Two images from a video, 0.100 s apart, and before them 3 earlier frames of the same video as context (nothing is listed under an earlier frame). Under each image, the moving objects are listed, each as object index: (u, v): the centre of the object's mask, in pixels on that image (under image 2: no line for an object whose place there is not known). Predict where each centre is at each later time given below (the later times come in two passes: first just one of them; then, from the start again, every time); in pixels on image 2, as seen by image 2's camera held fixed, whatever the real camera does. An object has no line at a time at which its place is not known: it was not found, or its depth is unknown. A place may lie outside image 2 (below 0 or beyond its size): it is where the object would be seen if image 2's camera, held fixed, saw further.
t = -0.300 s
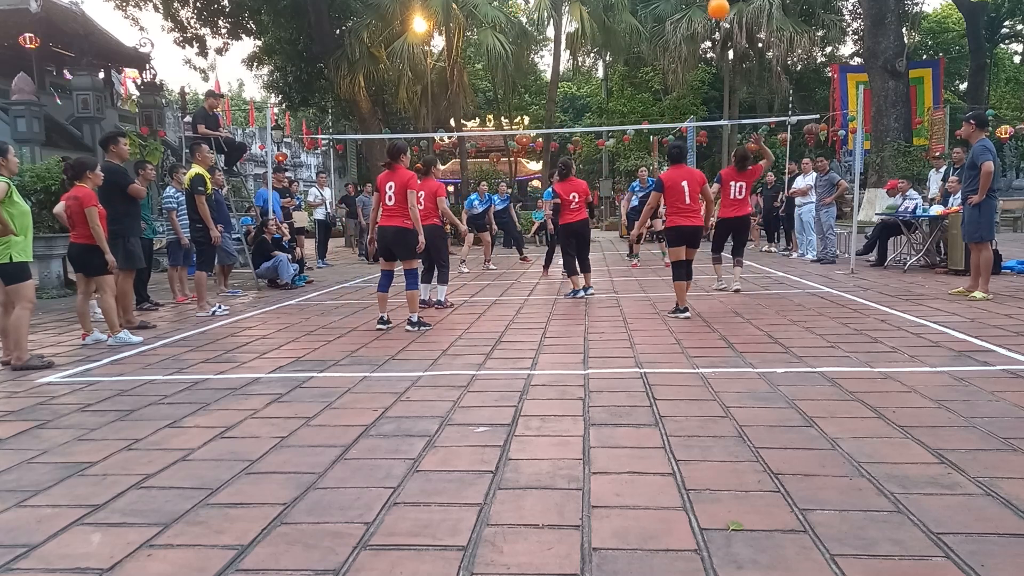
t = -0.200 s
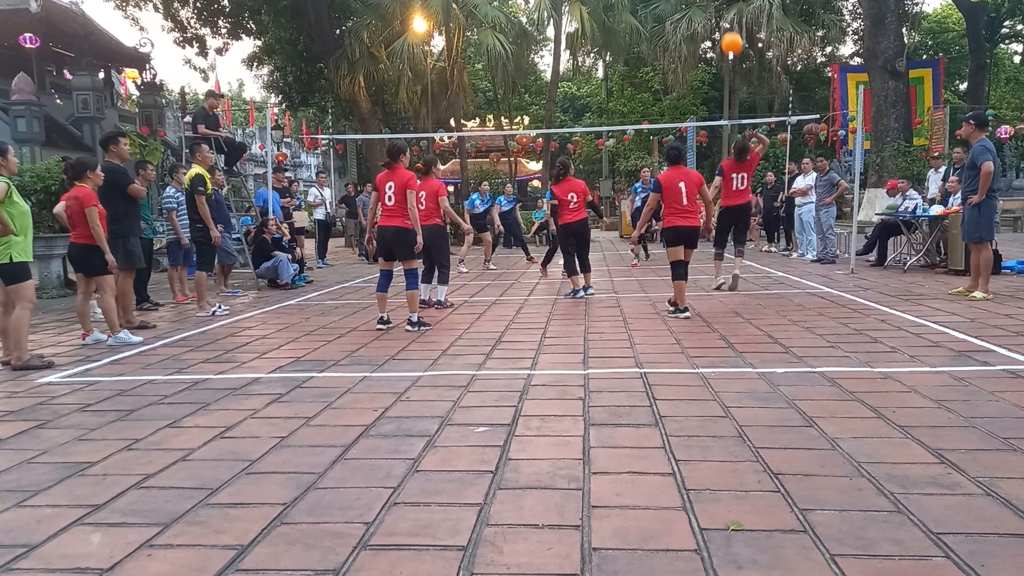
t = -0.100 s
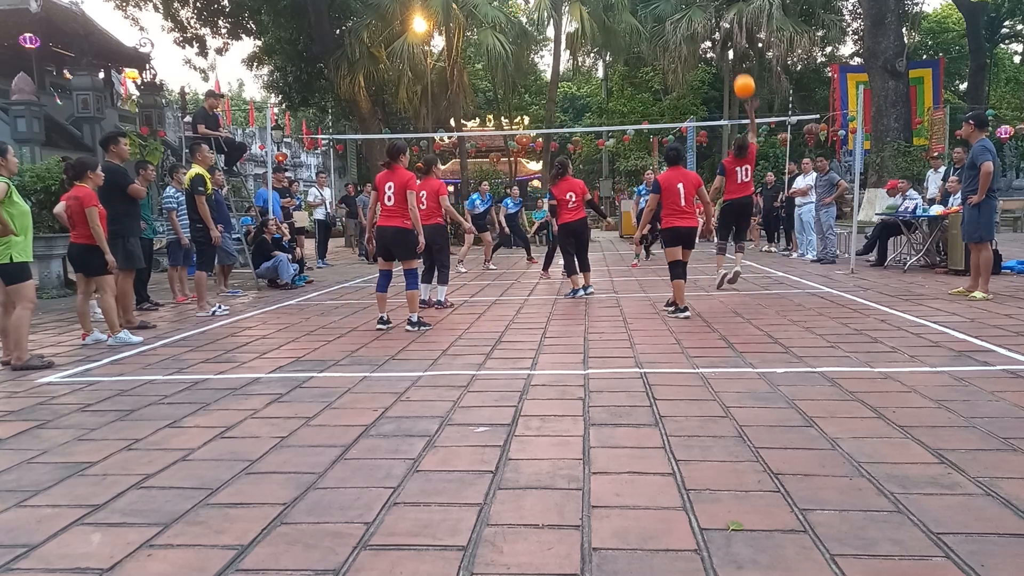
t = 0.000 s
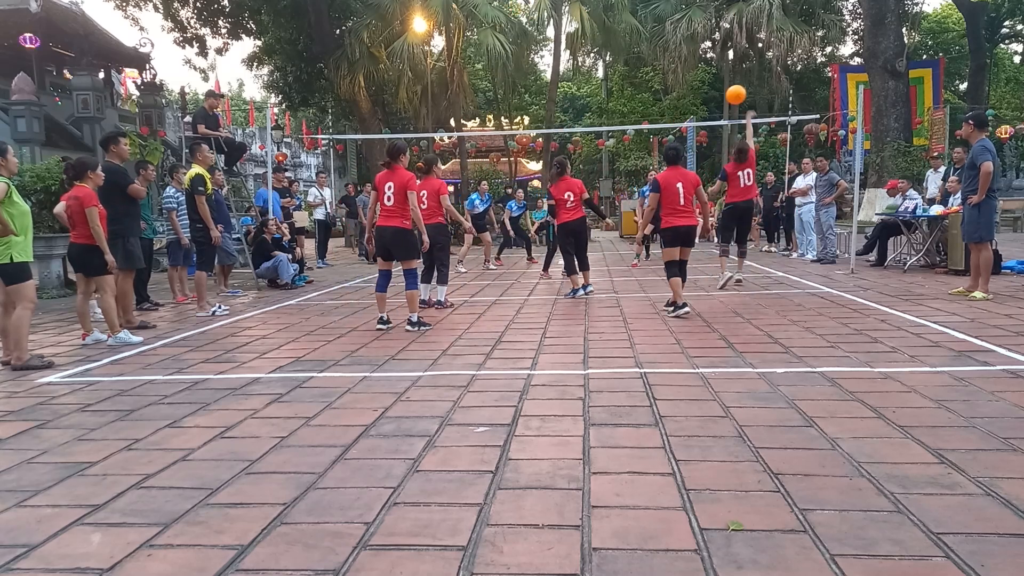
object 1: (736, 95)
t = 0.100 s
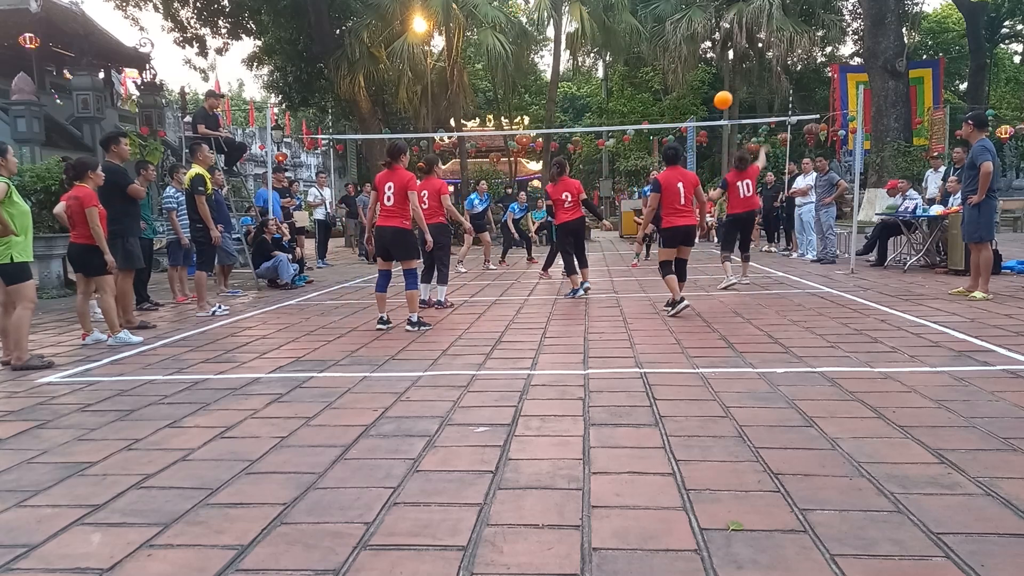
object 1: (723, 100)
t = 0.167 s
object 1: (716, 108)
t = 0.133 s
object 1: (719, 103)
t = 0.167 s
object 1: (716, 108)
